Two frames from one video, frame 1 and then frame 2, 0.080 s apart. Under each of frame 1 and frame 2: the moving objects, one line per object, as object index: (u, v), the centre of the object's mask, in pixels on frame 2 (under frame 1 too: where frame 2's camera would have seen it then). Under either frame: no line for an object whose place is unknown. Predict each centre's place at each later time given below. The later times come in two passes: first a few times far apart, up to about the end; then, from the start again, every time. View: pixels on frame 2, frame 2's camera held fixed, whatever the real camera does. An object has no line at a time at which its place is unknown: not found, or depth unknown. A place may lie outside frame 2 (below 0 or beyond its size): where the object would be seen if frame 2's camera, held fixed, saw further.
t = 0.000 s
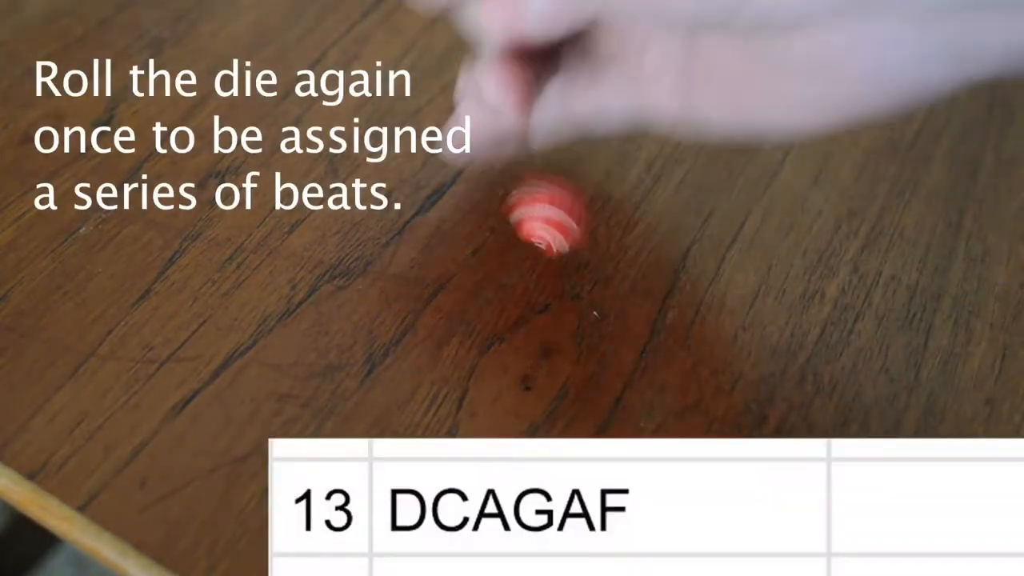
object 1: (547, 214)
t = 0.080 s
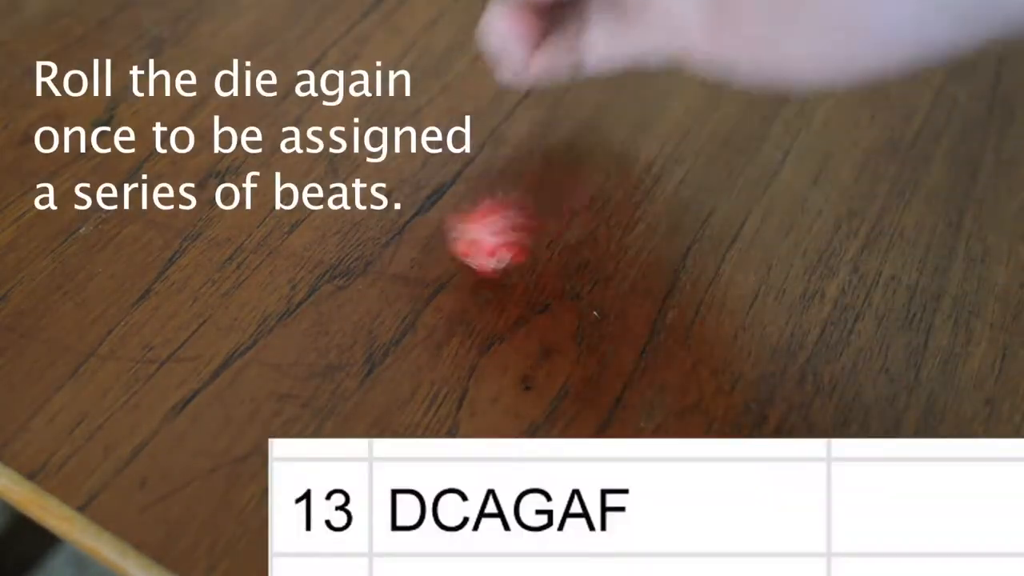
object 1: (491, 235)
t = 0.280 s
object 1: (296, 304)
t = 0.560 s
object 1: (166, 354)
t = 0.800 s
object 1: (166, 353)
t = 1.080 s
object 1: (166, 353)
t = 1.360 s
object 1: (167, 354)
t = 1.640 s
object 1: (167, 353)
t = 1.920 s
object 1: (167, 353)
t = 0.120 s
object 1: (448, 232)
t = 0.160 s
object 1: (408, 253)
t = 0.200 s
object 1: (369, 270)
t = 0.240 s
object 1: (330, 290)
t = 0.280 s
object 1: (296, 304)
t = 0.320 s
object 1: (265, 320)
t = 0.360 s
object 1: (235, 335)
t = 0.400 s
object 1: (205, 345)
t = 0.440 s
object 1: (184, 351)
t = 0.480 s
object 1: (175, 355)
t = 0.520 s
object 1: (167, 354)
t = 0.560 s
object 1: (166, 354)
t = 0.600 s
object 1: (166, 354)
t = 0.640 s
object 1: (166, 354)
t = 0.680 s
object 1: (166, 354)
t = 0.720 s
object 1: (166, 354)
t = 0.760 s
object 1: (166, 354)
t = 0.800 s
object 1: (166, 353)
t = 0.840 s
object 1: (166, 353)
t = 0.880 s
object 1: (166, 353)
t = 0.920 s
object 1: (166, 354)
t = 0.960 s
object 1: (166, 353)
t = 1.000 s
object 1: (166, 353)
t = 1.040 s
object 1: (166, 353)
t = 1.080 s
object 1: (166, 353)
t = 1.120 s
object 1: (166, 353)
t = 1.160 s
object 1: (166, 354)
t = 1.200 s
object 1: (166, 353)
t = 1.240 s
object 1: (166, 354)
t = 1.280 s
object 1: (167, 353)
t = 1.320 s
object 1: (167, 353)
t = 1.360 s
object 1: (167, 354)
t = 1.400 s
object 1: (166, 354)
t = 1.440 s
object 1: (167, 353)
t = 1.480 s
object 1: (167, 353)
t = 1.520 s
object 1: (167, 353)
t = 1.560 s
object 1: (167, 354)
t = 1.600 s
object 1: (167, 354)
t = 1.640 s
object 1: (167, 353)
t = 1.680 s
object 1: (167, 353)
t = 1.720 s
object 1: (167, 354)
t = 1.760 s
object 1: (167, 354)
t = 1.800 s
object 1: (167, 353)
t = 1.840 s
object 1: (167, 353)
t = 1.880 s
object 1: (167, 353)
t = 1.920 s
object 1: (167, 353)
